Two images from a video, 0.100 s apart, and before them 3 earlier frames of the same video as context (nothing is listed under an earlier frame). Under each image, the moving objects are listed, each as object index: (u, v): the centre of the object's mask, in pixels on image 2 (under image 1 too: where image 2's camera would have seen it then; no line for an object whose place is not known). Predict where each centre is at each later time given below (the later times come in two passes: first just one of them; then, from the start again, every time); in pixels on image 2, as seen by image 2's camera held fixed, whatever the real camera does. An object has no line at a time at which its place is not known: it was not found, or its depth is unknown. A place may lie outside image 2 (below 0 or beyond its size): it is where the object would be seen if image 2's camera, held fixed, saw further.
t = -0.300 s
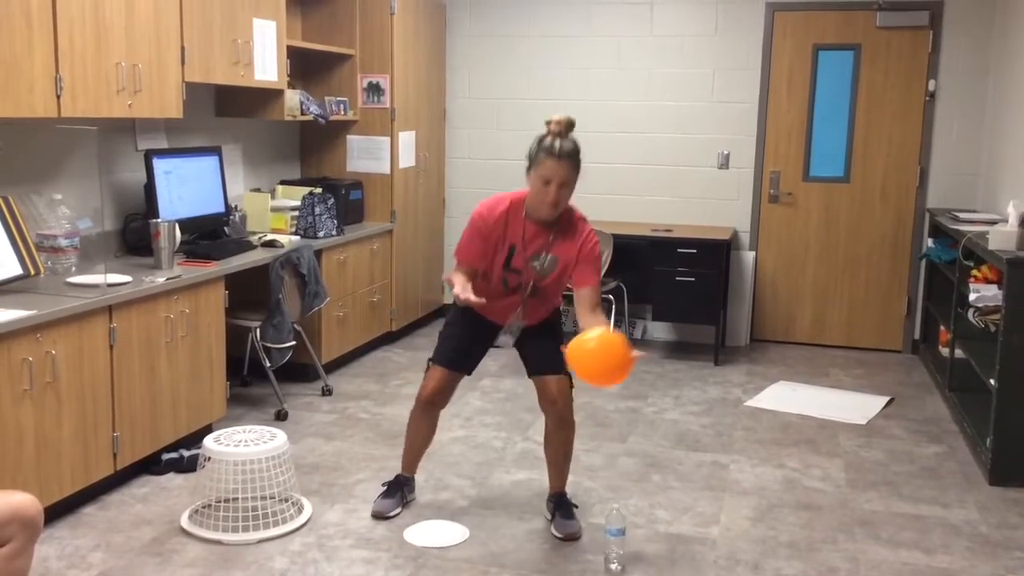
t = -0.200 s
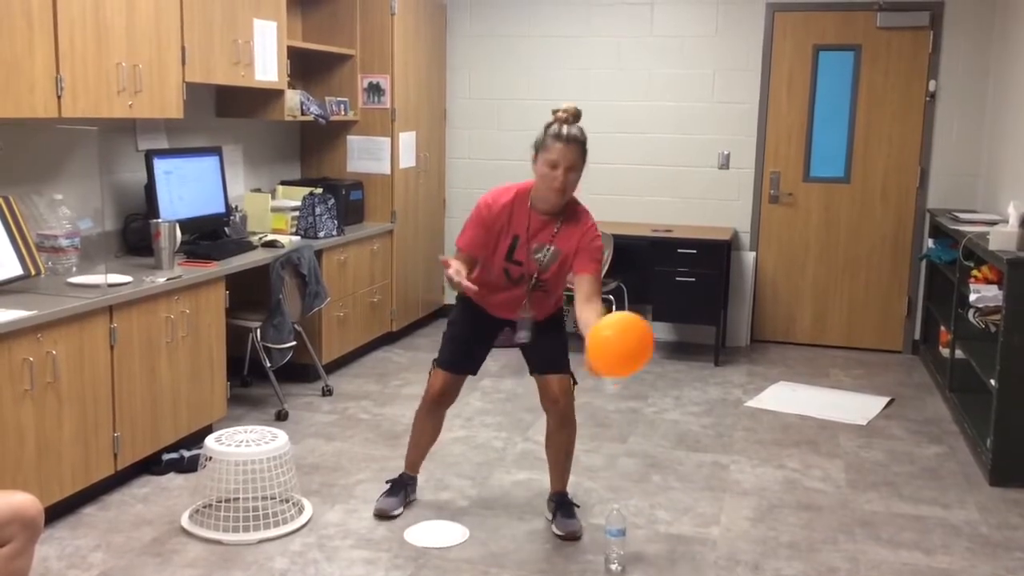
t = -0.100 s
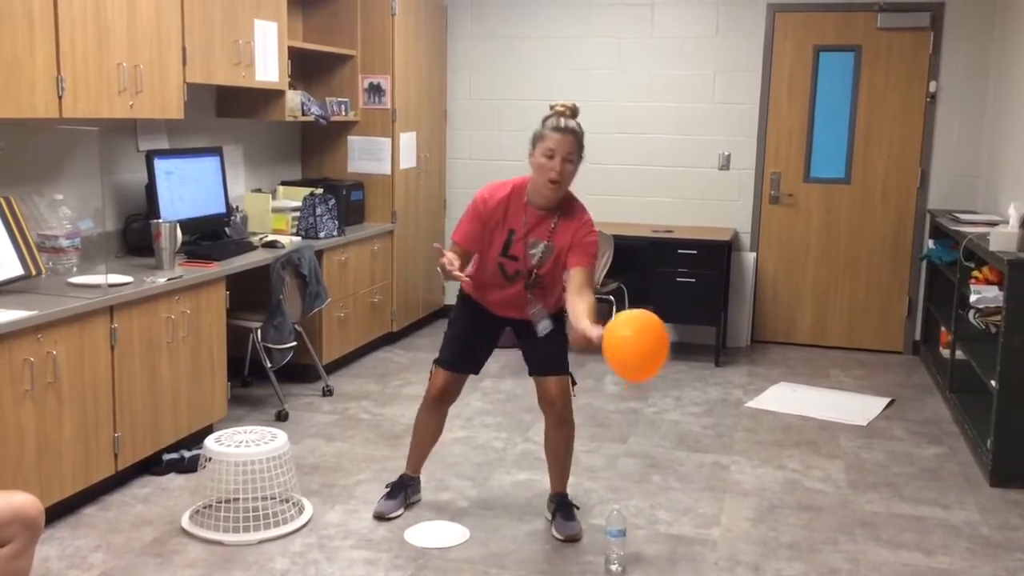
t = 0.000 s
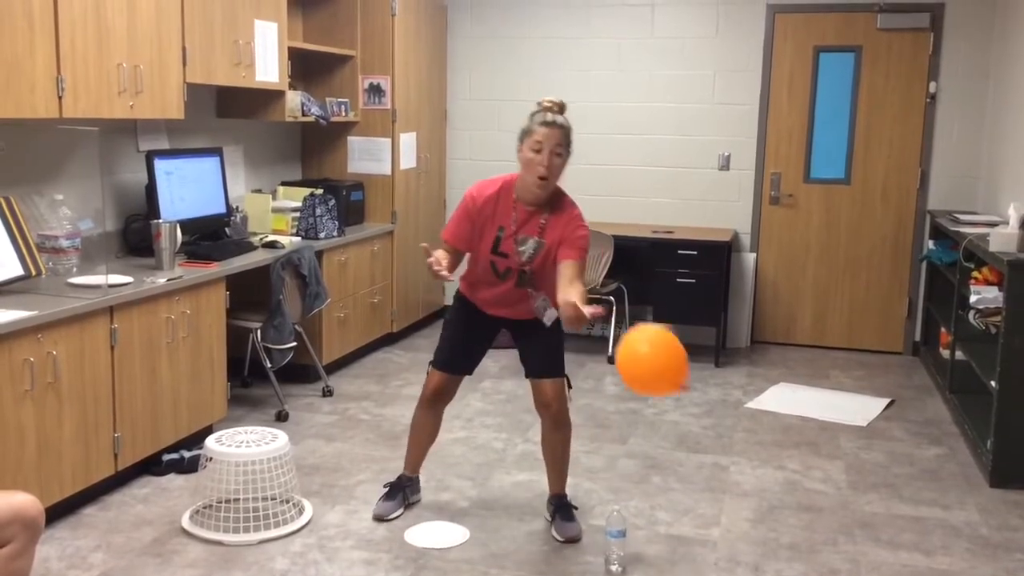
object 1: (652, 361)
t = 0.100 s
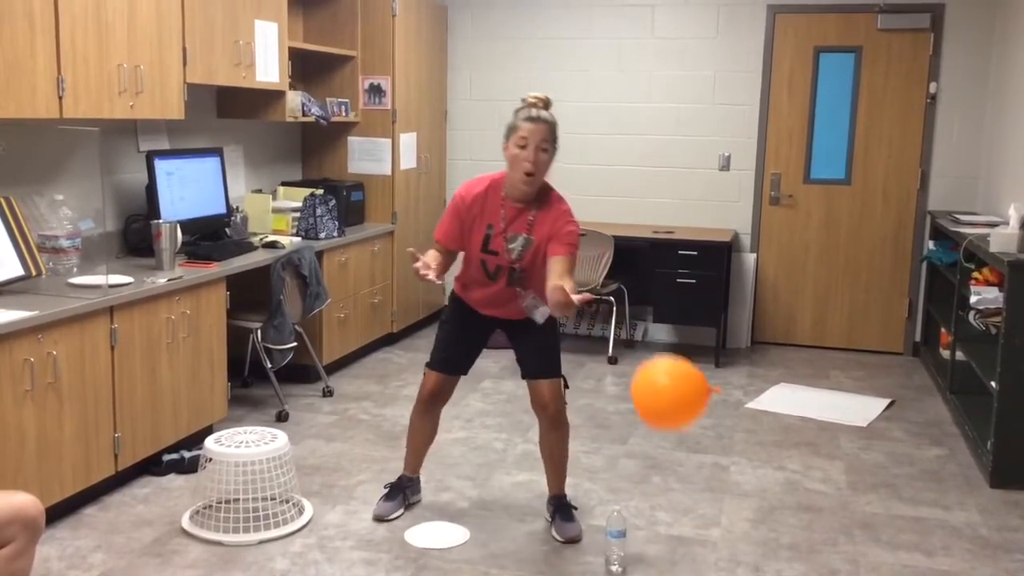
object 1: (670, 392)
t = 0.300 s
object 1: (703, 505)
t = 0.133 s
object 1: (676, 406)
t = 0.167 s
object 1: (682, 422)
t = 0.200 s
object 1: (688, 440)
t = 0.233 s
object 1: (694, 460)
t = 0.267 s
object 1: (699, 482)
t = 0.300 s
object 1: (703, 505)
